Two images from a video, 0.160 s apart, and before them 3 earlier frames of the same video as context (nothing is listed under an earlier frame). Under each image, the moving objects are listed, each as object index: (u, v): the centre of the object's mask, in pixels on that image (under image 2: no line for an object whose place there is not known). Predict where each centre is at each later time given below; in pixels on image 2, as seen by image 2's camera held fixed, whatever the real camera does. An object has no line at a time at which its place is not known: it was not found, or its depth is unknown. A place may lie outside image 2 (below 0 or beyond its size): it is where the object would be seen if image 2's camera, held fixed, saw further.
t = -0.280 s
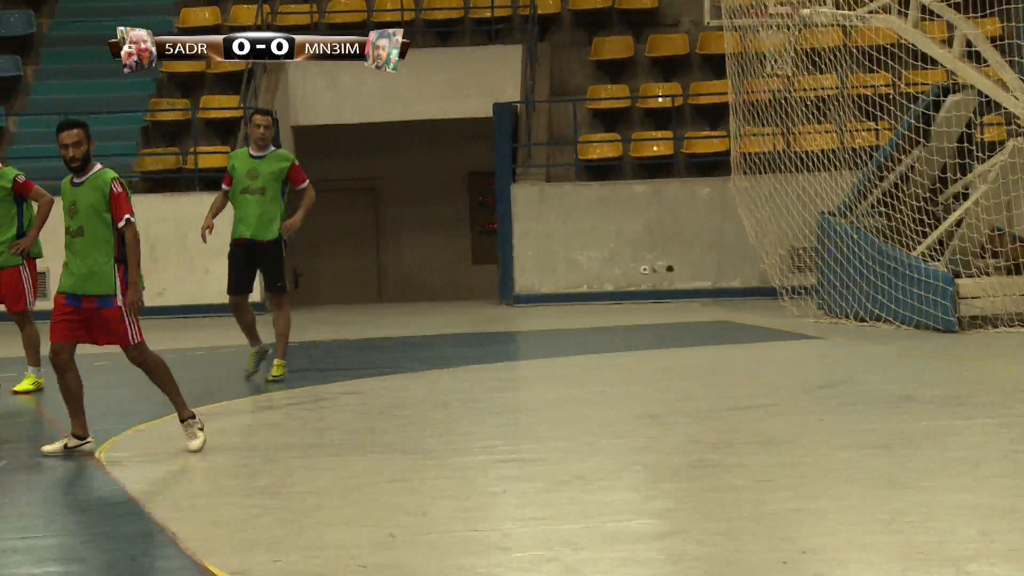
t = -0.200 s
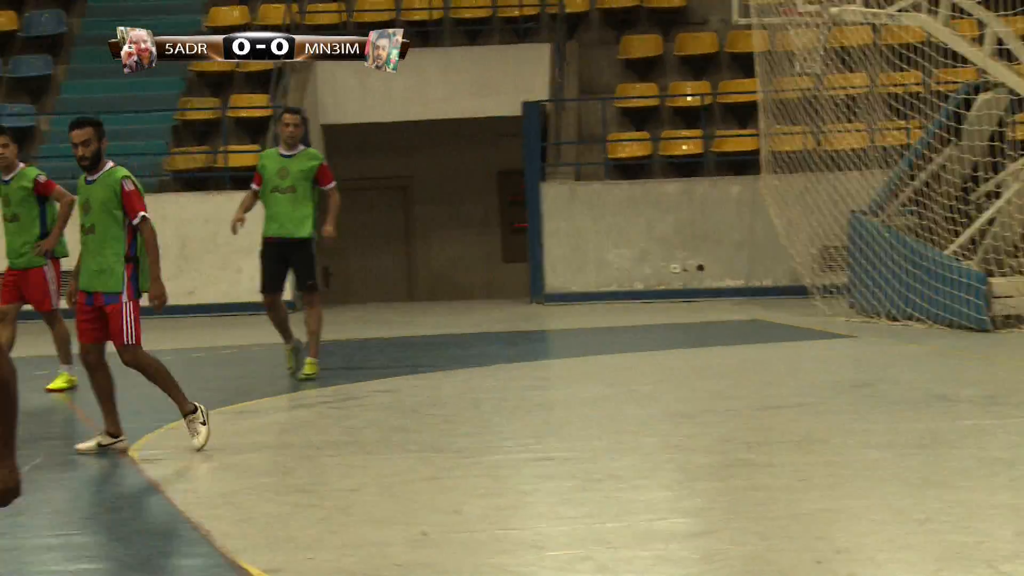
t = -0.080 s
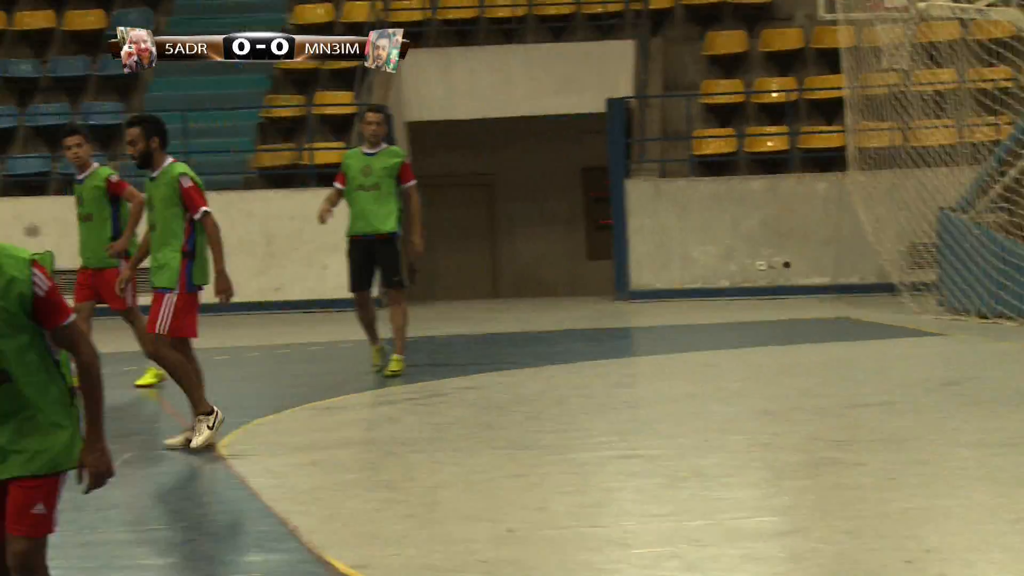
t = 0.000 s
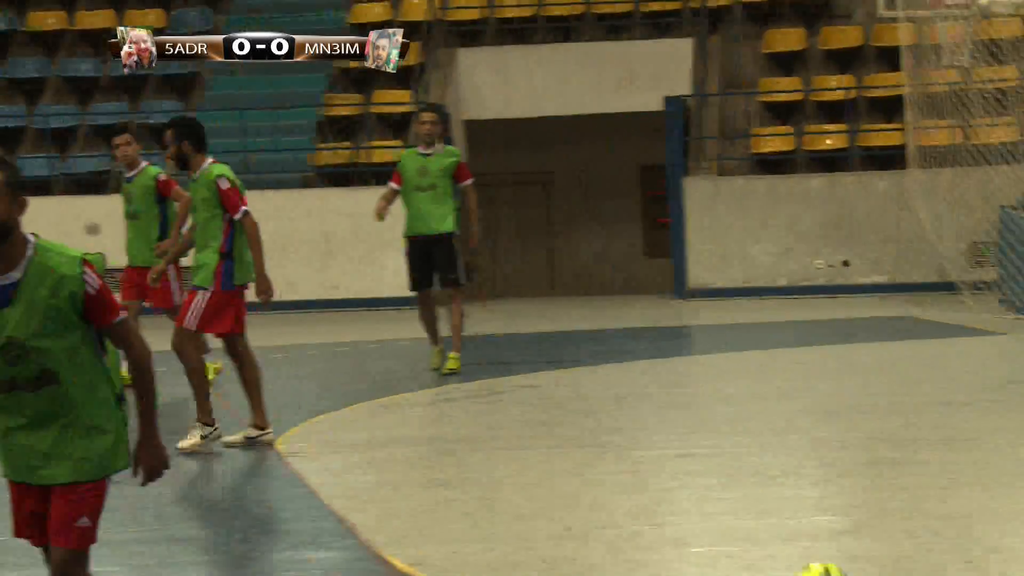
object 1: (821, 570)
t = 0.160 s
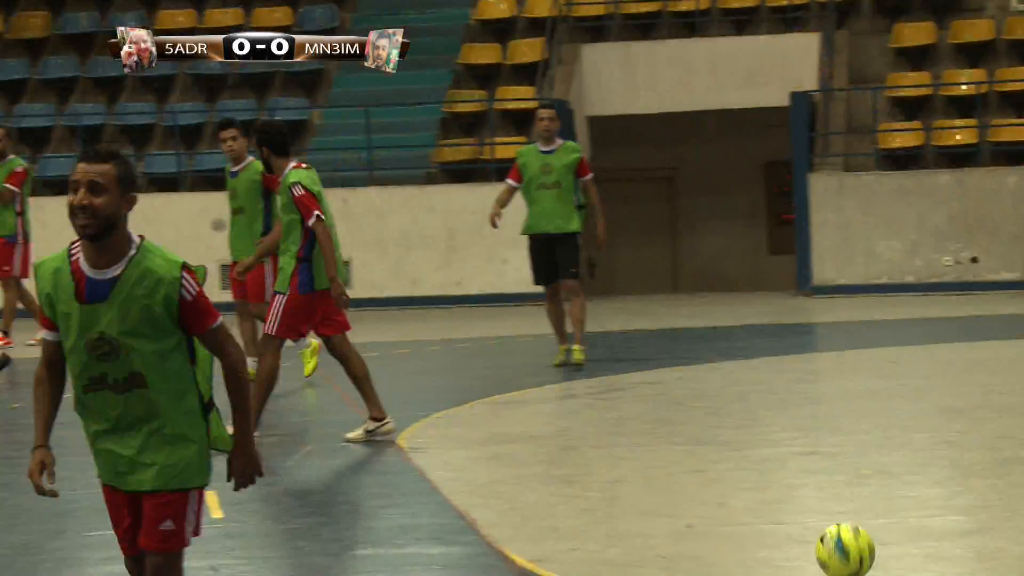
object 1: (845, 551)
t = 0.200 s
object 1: (824, 543)
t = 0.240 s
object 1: (802, 532)
